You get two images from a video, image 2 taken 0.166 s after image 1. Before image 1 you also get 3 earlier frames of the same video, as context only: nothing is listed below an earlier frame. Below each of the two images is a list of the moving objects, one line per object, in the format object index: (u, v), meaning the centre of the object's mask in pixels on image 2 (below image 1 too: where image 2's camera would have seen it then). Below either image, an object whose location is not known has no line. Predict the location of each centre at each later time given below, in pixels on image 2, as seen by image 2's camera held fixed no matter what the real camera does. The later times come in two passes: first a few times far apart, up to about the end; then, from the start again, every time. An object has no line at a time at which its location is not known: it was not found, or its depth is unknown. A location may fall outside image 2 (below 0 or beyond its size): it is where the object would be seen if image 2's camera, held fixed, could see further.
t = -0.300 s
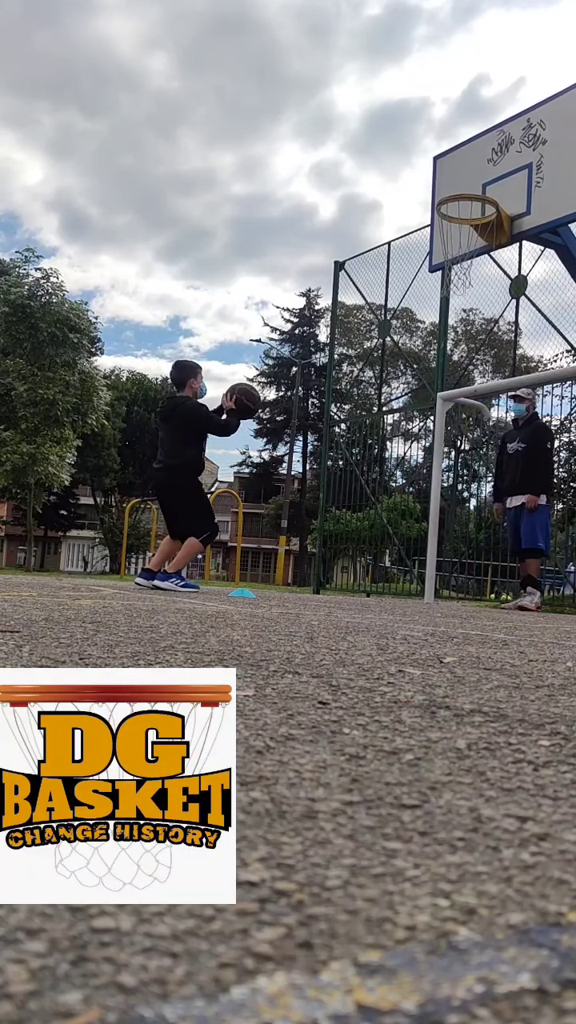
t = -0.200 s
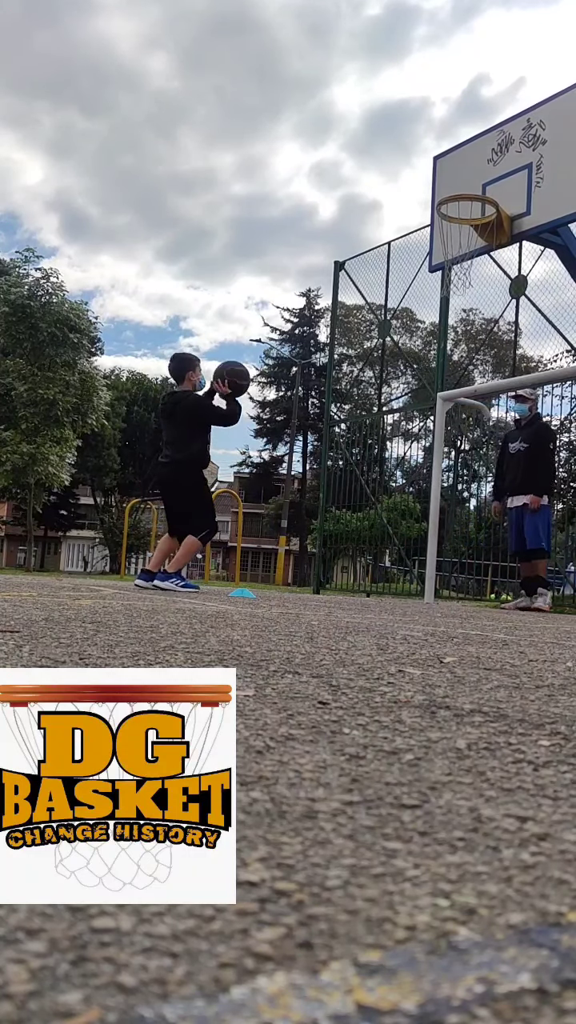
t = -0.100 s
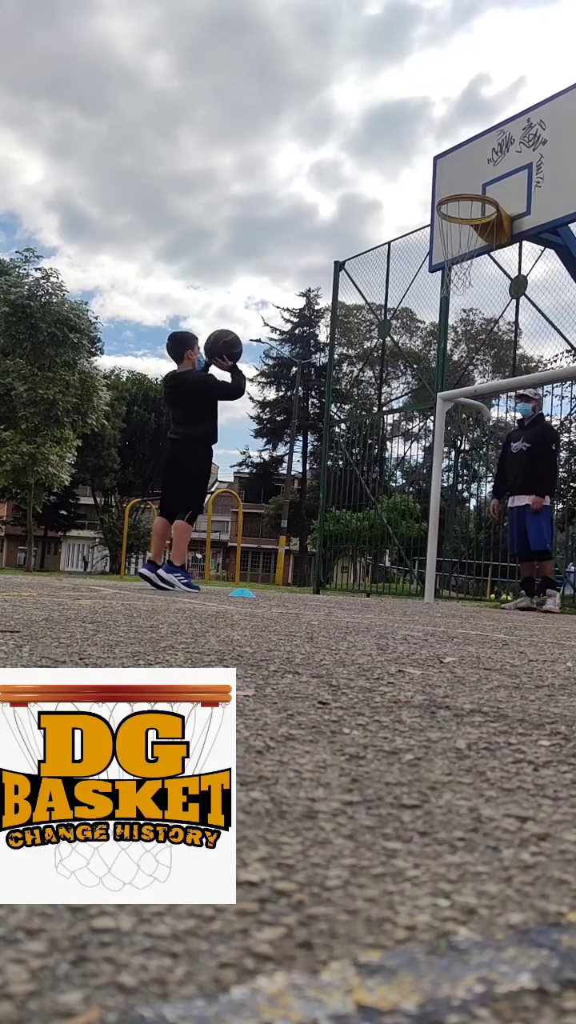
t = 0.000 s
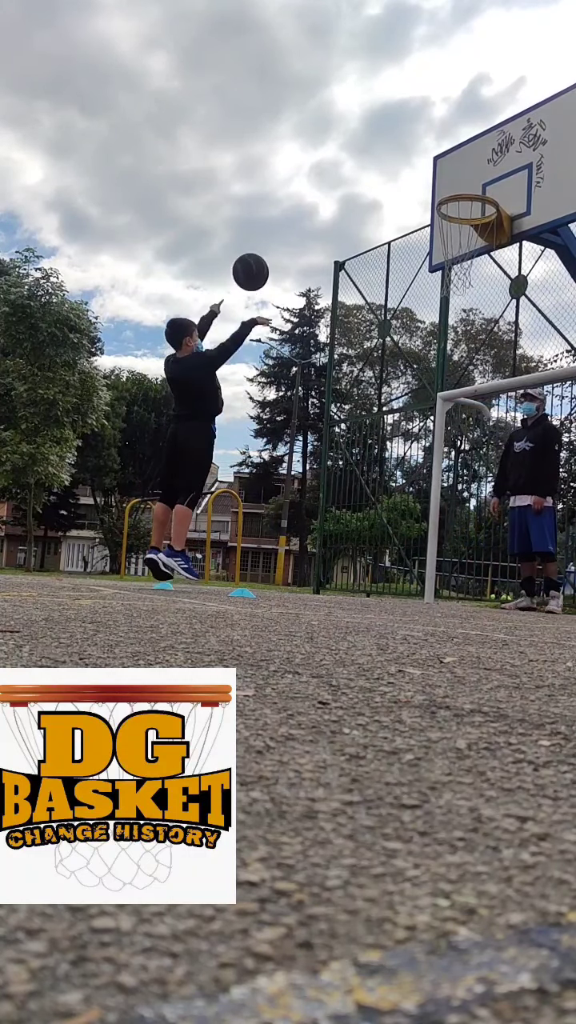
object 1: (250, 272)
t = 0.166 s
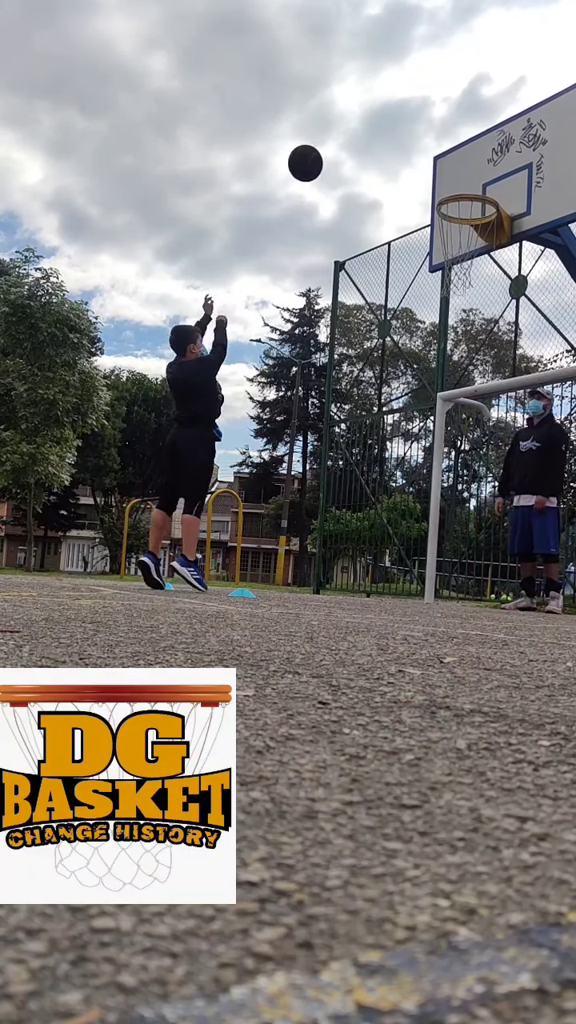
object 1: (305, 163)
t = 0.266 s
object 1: (334, 121)
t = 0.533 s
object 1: (402, 77)
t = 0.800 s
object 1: (459, 121)
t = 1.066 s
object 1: (491, 171)
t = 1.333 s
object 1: (480, 120)
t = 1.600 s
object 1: (465, 153)
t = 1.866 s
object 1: (448, 268)
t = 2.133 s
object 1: (435, 434)
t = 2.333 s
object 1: (428, 574)
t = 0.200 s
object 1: (315, 147)
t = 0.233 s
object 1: (325, 133)
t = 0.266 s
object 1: (334, 121)
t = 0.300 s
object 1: (343, 110)
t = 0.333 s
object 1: (353, 100)
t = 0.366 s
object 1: (361, 93)
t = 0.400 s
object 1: (370, 87)
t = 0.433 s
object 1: (378, 82)
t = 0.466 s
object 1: (386, 79)
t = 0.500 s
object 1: (394, 77)
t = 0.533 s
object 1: (402, 77)
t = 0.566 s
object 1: (410, 78)
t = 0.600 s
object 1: (417, 80)
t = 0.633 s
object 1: (425, 84)
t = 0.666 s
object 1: (432, 89)
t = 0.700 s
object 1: (439, 95)
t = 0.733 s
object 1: (445, 102)
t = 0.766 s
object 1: (452, 111)
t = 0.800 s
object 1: (459, 121)
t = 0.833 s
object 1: (465, 132)
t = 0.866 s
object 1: (471, 145)
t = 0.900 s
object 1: (477, 158)
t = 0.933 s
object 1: (484, 173)
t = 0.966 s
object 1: (490, 186)
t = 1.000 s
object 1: (495, 192)
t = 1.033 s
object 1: (492, 183)
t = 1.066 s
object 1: (491, 171)
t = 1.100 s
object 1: (490, 160)
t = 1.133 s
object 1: (489, 150)
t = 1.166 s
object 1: (488, 142)
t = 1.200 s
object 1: (486, 135)
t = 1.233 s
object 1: (484, 129)
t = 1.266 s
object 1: (483, 125)
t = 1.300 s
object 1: (481, 122)
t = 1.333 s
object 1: (480, 120)
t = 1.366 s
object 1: (478, 120)
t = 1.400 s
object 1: (476, 121)
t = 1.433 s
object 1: (475, 123)
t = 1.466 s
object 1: (473, 126)
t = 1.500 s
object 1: (471, 131)
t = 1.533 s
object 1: (469, 137)
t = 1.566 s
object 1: (468, 144)
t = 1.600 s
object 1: (465, 153)
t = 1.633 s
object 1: (463, 163)
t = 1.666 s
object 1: (461, 174)
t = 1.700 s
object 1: (459, 184)
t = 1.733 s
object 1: (456, 202)
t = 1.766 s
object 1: (454, 217)
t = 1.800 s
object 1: (451, 233)
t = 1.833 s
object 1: (449, 251)
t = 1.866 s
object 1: (448, 268)
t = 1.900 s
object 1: (446, 283)
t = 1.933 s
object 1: (445, 301)
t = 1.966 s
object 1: (444, 320)
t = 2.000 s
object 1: (443, 340)
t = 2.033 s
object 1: (441, 362)
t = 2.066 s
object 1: (438, 384)
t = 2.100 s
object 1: (438, 408)
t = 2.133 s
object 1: (435, 434)
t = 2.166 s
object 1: (434, 460)
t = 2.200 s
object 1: (432, 489)
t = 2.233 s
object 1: (430, 519)
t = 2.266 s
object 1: (427, 551)
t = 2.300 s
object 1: (425, 584)
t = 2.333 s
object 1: (428, 574)
